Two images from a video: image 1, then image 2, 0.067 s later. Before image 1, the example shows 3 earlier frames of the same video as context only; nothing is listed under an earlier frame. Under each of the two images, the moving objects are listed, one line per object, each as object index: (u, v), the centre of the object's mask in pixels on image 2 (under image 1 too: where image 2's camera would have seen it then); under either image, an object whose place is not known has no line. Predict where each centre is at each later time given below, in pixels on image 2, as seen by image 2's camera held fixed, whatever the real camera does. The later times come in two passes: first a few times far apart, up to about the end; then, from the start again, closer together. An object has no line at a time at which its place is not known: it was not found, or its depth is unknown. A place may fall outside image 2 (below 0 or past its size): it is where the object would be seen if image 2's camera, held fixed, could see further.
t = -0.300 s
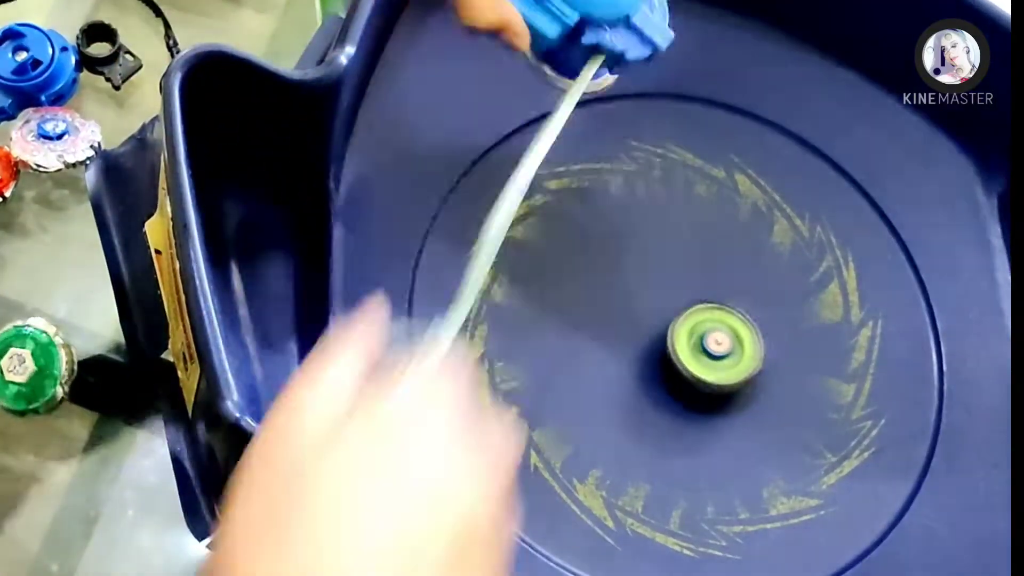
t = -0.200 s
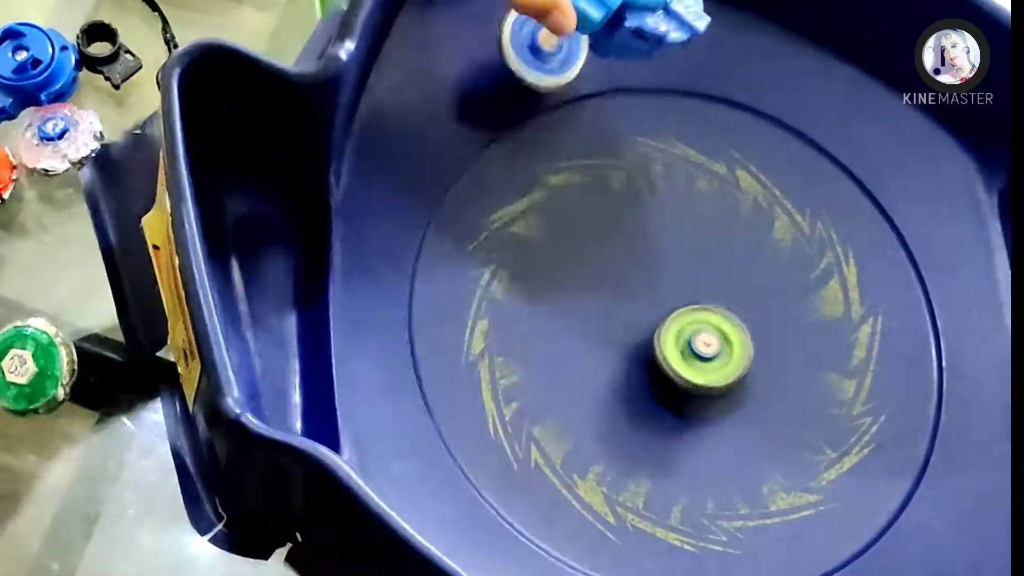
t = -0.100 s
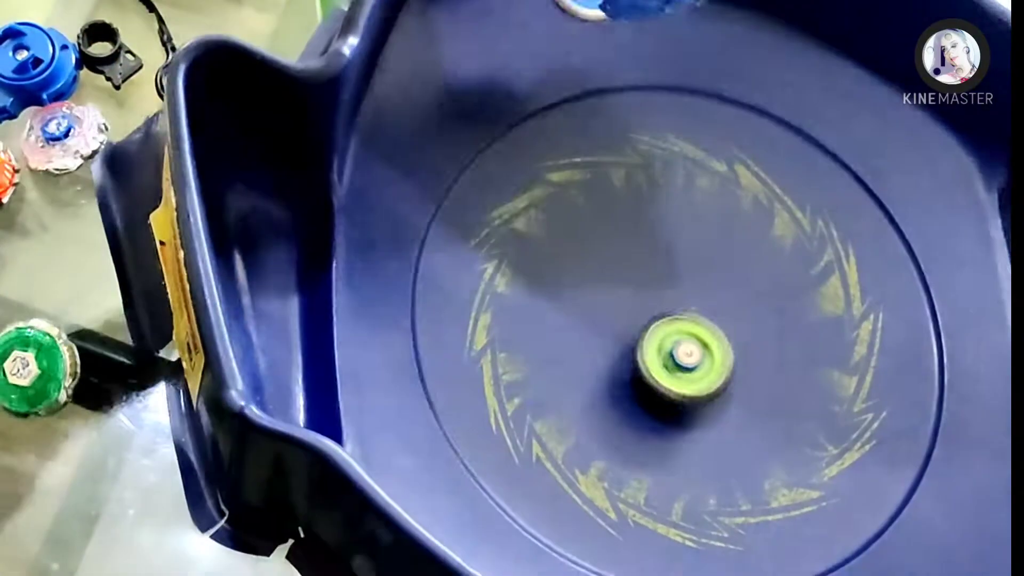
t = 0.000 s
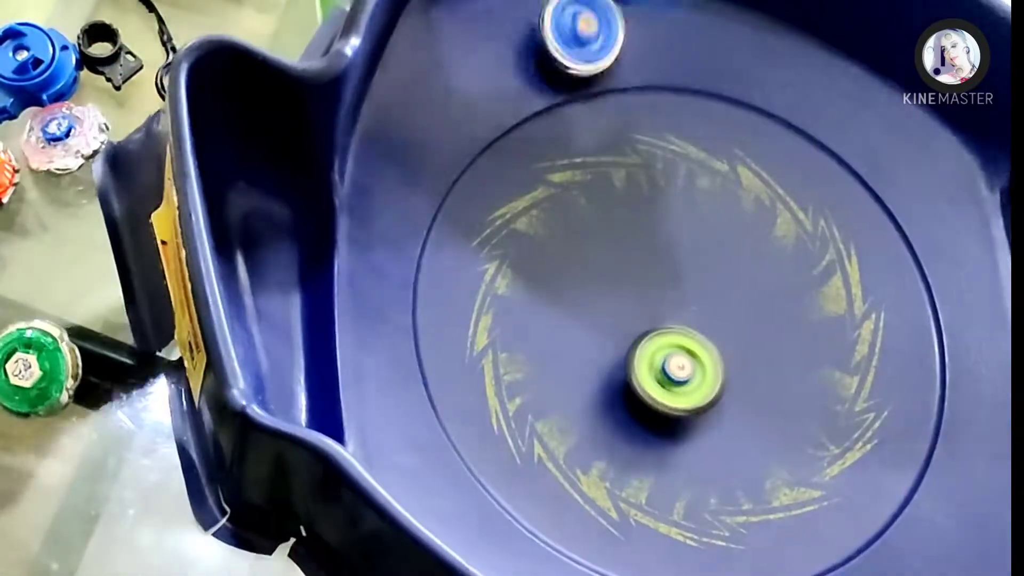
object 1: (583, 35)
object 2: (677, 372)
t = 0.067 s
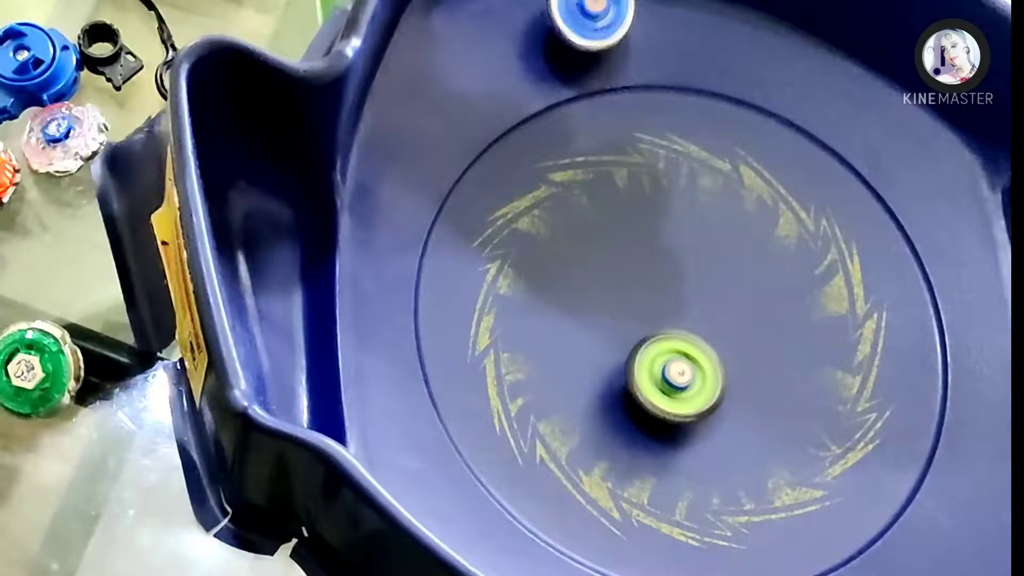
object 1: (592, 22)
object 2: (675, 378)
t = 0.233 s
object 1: (591, 15)
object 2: (678, 383)
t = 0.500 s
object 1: (597, 17)
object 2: (681, 347)
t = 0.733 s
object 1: (621, 63)
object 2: (657, 306)
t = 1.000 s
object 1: (666, 208)
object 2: (621, 310)
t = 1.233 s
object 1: (743, 308)
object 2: (638, 392)
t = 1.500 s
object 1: (823, 430)
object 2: (726, 422)
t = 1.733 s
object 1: (894, 501)
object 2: (733, 358)
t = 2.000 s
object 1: (893, 506)
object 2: (674, 281)
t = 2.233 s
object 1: (863, 514)
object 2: (610, 251)
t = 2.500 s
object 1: (790, 487)
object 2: (588, 289)
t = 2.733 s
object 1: (710, 438)
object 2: (647, 328)
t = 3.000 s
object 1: (610, 540)
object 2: (707, 239)
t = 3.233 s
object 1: (600, 471)
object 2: (716, 174)
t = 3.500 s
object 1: (598, 356)
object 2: (698, 191)
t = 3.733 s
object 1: (601, 257)
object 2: (705, 274)
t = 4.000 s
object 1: (605, 173)
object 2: (740, 379)
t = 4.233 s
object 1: (623, 127)
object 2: (779, 452)
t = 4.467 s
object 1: (646, 116)
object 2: (816, 472)
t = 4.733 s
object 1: (681, 147)
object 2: (772, 401)
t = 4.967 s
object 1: (718, 211)
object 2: (696, 330)
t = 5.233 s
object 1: (765, 314)
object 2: (613, 262)
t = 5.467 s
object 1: (811, 400)
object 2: (559, 227)
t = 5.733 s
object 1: (851, 474)
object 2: (557, 254)
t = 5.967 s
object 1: (859, 509)
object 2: (632, 297)
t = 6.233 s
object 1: (834, 518)
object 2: (737, 330)
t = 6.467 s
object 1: (779, 482)
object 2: (819, 349)
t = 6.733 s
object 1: (698, 407)
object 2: (866, 351)
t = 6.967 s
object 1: (628, 328)
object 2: (829, 346)
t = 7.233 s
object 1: (569, 249)
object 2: (740, 359)
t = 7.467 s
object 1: (541, 201)
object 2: (662, 371)
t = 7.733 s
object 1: (539, 169)
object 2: (597, 378)
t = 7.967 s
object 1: (565, 168)
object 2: (586, 370)
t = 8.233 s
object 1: (620, 206)
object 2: (619, 323)
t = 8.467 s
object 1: (702, 245)
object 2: (640, 338)
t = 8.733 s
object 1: (778, 340)
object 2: (696, 376)
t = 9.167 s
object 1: (900, 444)
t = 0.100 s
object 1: (592, 21)
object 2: (675, 380)
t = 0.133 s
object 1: (585, 24)
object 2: (675, 382)
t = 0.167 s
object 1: (588, 20)
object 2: (676, 383)
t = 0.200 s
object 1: (588, 19)
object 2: (677, 384)
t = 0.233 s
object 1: (591, 15)
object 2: (678, 383)
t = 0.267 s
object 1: (590, 18)
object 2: (680, 382)
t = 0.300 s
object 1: (592, 19)
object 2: (681, 380)
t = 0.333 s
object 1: (596, 19)
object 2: (682, 376)
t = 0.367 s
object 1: (599, 20)
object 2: (683, 371)
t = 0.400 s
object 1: (600, 20)
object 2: (683, 366)
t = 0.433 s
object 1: (599, 19)
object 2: (683, 360)
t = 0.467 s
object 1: (598, 18)
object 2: (683, 354)
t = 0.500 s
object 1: (597, 17)
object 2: (681, 347)
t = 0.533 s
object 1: (597, 19)
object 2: (679, 340)
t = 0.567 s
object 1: (600, 22)
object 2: (676, 334)
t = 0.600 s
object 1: (603, 27)
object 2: (672, 328)
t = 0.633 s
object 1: (609, 32)
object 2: (668, 322)
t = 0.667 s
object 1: (614, 39)
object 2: (665, 317)
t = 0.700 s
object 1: (618, 49)
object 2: (661, 311)
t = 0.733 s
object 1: (621, 63)
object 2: (657, 306)
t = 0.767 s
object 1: (624, 79)
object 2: (652, 302)
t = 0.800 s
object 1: (626, 101)
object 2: (648, 299)
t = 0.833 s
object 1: (627, 122)
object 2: (644, 296)
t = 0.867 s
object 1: (630, 145)
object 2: (640, 293)
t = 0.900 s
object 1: (635, 168)
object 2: (637, 292)
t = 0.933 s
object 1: (640, 191)
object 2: (634, 291)
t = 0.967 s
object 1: (649, 208)
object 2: (631, 294)
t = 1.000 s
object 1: (666, 208)
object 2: (621, 310)
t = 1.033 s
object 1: (686, 214)
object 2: (615, 322)
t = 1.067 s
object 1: (700, 226)
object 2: (613, 333)
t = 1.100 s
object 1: (710, 242)
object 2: (615, 345)
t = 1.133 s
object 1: (718, 259)
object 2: (619, 358)
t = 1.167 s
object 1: (726, 275)
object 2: (624, 370)
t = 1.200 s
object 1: (734, 292)
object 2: (631, 381)
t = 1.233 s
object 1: (743, 308)
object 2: (638, 392)
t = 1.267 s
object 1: (752, 324)
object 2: (648, 401)
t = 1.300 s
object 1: (762, 340)
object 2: (659, 407)
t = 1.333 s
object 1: (771, 356)
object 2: (669, 413)
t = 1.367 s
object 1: (781, 372)
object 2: (680, 418)
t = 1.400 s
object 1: (790, 387)
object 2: (691, 421)
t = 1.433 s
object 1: (801, 401)
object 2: (703, 423)
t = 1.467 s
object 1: (812, 416)
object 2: (715, 423)
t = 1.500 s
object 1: (823, 430)
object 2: (726, 422)
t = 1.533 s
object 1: (834, 442)
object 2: (738, 419)
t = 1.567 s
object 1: (849, 454)
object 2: (744, 410)
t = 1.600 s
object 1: (864, 466)
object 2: (746, 399)
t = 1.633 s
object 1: (873, 476)
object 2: (744, 389)
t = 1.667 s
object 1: (880, 486)
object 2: (740, 378)
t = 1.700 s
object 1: (887, 494)
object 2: (736, 369)
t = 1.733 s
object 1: (894, 501)
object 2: (733, 358)
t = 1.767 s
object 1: (898, 504)
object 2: (728, 346)
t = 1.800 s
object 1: (897, 500)
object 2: (722, 336)
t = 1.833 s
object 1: (896, 494)
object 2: (715, 326)
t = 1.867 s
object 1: (894, 492)
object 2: (707, 316)
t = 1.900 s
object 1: (894, 495)
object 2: (699, 305)
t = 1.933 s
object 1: (894, 500)
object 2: (691, 298)
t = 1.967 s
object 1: (893, 505)
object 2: (683, 288)
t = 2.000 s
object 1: (893, 506)
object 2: (674, 281)
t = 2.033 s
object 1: (891, 505)
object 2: (664, 273)
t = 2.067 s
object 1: (888, 508)
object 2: (655, 268)
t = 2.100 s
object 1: (884, 510)
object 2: (646, 263)
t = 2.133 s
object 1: (880, 512)
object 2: (637, 259)
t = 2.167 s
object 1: (875, 514)
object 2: (629, 255)
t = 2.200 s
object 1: (870, 515)
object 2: (619, 252)
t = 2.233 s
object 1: (863, 514)
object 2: (610, 251)
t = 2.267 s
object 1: (856, 514)
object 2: (601, 251)
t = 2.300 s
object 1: (848, 511)
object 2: (595, 254)
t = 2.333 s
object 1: (839, 509)
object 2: (590, 258)
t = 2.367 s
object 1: (831, 506)
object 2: (584, 261)
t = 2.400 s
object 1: (821, 502)
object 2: (582, 267)
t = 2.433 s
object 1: (811, 498)
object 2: (581, 274)
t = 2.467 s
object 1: (801, 493)
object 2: (583, 282)
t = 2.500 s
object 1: (790, 487)
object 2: (588, 289)
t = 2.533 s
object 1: (779, 482)
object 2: (593, 295)
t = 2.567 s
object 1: (767, 475)
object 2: (599, 302)
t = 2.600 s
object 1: (756, 468)
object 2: (607, 309)
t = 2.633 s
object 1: (745, 461)
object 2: (615, 315)
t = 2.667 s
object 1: (733, 453)
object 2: (626, 321)
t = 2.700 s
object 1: (722, 446)
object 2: (636, 326)
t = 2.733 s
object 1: (710, 438)
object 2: (647, 328)
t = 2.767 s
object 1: (697, 429)
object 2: (658, 332)
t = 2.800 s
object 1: (690, 441)
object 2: (669, 321)
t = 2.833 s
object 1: (682, 480)
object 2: (681, 299)
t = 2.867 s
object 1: (668, 513)
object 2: (690, 282)
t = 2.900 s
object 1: (648, 534)
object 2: (695, 269)
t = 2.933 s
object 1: (632, 541)
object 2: (699, 260)
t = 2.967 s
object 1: (619, 542)
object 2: (703, 250)
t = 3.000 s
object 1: (610, 540)
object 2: (707, 239)
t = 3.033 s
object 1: (606, 533)
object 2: (709, 228)
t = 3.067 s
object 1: (605, 527)
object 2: (712, 218)
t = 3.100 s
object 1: (603, 517)
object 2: (714, 209)
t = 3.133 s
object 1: (602, 507)
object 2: (716, 198)
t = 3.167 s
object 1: (601, 495)
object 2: (717, 188)
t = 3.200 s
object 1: (600, 484)
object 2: (716, 181)
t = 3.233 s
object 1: (600, 471)
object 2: (716, 174)
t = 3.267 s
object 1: (598, 459)
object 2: (715, 170)
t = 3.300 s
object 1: (598, 447)
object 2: (713, 166)
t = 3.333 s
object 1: (598, 433)
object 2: (710, 165)
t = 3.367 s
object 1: (598, 418)
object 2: (707, 166)
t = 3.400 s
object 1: (598, 403)
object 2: (706, 169)
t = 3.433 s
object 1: (598, 388)
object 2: (703, 173)
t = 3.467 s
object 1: (598, 372)
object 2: (700, 181)
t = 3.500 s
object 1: (598, 356)
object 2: (698, 191)
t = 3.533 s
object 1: (599, 341)
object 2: (698, 199)
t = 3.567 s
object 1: (599, 325)
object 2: (697, 211)
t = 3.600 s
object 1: (600, 311)
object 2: (698, 223)
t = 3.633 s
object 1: (599, 296)
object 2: (699, 236)
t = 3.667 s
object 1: (600, 283)
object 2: (701, 247)
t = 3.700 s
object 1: (600, 269)
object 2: (703, 259)
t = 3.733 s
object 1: (601, 257)
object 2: (705, 274)
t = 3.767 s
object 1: (601, 245)
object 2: (709, 288)
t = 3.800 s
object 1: (602, 233)
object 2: (713, 301)
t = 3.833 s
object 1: (602, 221)
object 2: (716, 314)
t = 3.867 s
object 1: (603, 209)
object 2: (720, 329)
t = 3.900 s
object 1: (604, 200)
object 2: (726, 343)
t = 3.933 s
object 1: (604, 190)
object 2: (731, 353)
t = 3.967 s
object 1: (605, 181)
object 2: (735, 365)
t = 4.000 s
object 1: (605, 173)
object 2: (740, 379)
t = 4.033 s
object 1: (607, 165)
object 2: (746, 392)
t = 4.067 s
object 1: (609, 158)
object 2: (751, 401)
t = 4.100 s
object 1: (612, 150)
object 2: (755, 413)
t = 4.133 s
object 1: (614, 144)
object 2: (761, 426)
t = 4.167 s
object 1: (617, 137)
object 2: (768, 436)
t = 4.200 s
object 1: (620, 132)
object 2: (773, 443)
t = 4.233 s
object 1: (623, 127)
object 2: (779, 452)
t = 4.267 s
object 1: (626, 123)
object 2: (783, 460)
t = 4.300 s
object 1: (628, 120)
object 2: (791, 467)
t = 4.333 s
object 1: (631, 118)
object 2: (797, 472)
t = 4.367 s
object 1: (634, 116)
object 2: (804, 476)
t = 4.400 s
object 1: (638, 116)
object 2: (811, 478)
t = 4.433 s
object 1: (642, 116)
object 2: (815, 475)
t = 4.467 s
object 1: (646, 116)
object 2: (816, 472)
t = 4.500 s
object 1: (650, 118)
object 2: (816, 467)
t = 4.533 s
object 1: (655, 119)
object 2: (815, 460)
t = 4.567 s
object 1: (660, 123)
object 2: (811, 450)
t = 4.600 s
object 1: (663, 126)
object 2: (804, 443)
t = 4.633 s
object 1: (669, 131)
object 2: (800, 434)
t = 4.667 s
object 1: (672, 135)
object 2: (791, 422)
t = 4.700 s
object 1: (676, 140)
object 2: (781, 411)
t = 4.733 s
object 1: (681, 147)
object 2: (772, 401)
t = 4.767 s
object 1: (686, 154)
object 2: (762, 391)
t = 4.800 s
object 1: (691, 162)
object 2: (751, 381)
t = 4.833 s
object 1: (696, 170)
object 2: (740, 371)
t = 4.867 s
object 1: (702, 180)
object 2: (730, 360)
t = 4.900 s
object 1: (707, 190)
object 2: (717, 349)
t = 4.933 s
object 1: (713, 200)
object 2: (706, 340)
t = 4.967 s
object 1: (718, 211)
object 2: (696, 330)
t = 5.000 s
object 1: (724, 221)
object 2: (685, 320)
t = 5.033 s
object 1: (729, 234)
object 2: (674, 311)
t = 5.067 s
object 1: (734, 245)
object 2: (664, 303)
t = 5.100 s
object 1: (740, 259)
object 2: (653, 292)
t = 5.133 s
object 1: (746, 273)
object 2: (642, 285)
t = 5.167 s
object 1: (753, 287)
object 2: (633, 277)
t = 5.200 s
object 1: (759, 300)
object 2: (623, 269)
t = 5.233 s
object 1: (765, 314)
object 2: (613, 262)
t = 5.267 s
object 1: (772, 327)
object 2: (605, 256)
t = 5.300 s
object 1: (779, 340)
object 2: (597, 248)
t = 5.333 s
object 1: (786, 353)
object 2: (588, 241)
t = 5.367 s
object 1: (792, 366)
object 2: (580, 238)
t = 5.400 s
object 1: (799, 377)
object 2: (572, 232)
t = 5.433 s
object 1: (805, 389)
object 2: (565, 228)
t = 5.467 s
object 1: (811, 400)
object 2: (559, 227)
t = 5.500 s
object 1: (818, 411)
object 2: (553, 224)
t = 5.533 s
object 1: (823, 422)
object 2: (546, 225)
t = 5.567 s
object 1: (829, 432)
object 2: (544, 227)
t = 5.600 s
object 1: (834, 442)
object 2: (543, 230)
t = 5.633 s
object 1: (839, 451)
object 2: (542, 235)
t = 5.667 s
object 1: (844, 459)
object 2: (546, 243)
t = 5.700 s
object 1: (847, 467)
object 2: (551, 247)
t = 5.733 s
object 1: (851, 474)
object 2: (557, 254)
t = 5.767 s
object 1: (853, 480)
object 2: (564, 262)
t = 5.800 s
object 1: (855, 485)
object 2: (574, 266)
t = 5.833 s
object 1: (857, 491)
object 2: (583, 273)
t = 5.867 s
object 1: (858, 496)
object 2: (595, 281)
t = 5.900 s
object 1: (859, 501)
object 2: (607, 284)
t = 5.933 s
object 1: (859, 505)
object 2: (618, 289)
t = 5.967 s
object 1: (859, 509)
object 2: (632, 297)
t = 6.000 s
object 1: (858, 512)
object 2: (645, 301)
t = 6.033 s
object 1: (857, 515)
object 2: (657, 307)
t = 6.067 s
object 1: (855, 518)
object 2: (672, 312)
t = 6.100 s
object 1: (853, 520)
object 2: (685, 315)
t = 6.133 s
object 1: (849, 521)
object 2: (697, 319)
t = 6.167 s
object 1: (845, 520)
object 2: (712, 323)
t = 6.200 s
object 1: (840, 519)
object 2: (724, 326)
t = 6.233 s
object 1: (834, 518)
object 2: (737, 330)
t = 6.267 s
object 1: (828, 515)
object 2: (750, 333)
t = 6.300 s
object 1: (822, 512)
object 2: (762, 335)
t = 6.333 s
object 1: (814, 507)
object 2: (774, 339)
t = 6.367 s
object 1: (806, 502)
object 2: (786, 342)
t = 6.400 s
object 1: (798, 497)
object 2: (796, 344)
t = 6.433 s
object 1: (788, 490)
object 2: (809, 347)
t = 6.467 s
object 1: (779, 482)
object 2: (819, 349)
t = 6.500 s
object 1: (769, 475)
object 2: (829, 349)
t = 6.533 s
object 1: (758, 466)
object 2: (834, 349)
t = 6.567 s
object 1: (749, 457)
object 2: (841, 352)
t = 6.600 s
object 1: (739, 449)
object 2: (850, 353)
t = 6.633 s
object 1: (729, 438)
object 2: (857, 351)
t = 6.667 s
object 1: (718, 429)
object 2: (862, 351)
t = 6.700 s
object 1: (708, 418)
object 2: (864, 352)
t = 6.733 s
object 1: (698, 407)
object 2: (866, 351)
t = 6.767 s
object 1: (687, 395)
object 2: (865, 349)
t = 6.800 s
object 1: (676, 384)
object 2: (863, 348)
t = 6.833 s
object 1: (666, 373)
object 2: (859, 345)
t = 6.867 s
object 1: (657, 362)
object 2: (854, 345)
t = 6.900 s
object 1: (646, 351)
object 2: (847, 345)
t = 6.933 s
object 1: (637, 339)
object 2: (838, 345)
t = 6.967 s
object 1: (628, 328)
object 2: (829, 346)
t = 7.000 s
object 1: (619, 318)
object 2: (820, 346)
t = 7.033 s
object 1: (611, 307)
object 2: (809, 346)
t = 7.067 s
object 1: (603, 297)
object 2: (797, 349)
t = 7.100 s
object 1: (595, 288)
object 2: (786, 349)
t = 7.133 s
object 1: (588, 277)
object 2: (774, 352)
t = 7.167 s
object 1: (581, 268)
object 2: (765, 354)
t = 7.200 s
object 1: (575, 259)
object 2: (751, 356)
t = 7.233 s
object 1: (569, 249)
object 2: (740, 359)
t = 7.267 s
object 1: (563, 241)
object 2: (729, 360)
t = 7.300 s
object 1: (558, 233)
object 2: (717, 362)
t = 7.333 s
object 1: (554, 225)
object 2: (707, 365)
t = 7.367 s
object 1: (551, 218)
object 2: (695, 366)
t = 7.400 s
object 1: (547, 212)
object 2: (684, 368)
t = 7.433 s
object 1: (544, 205)
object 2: (674, 370)
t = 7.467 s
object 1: (541, 201)
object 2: (662, 371)
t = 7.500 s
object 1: (540, 196)
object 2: (654, 374)
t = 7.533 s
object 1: (538, 191)
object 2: (644, 372)
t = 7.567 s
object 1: (537, 186)
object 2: (634, 375)
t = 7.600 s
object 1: (537, 182)
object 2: (627, 376)
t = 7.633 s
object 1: (536, 179)
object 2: (617, 376)
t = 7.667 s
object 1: (536, 175)
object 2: (611, 379)
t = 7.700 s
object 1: (537, 171)
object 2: (603, 377)
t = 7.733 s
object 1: (539, 169)
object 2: (597, 378)
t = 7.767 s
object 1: (541, 166)
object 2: (593, 379)
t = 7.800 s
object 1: (544, 165)
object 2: (588, 378)
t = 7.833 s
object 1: (547, 164)
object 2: (586, 379)
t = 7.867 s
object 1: (551, 164)
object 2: (585, 376)
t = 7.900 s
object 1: (555, 164)
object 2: (584, 376)
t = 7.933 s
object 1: (560, 166)
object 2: (586, 373)
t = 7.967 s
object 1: (565, 168)
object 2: (586, 370)
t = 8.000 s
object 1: (570, 170)
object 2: (590, 367)
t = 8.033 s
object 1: (576, 174)
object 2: (592, 360)
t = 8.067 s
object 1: (582, 178)
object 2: (596, 356)
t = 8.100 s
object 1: (589, 182)
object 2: (600, 349)
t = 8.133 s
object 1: (597, 187)
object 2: (603, 343)
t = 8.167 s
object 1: (604, 193)
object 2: (609, 336)
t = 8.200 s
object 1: (612, 199)
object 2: (614, 329)
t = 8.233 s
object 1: (620, 206)
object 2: (619, 323)
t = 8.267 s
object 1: (629, 214)
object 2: (623, 314)
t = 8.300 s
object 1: (637, 221)
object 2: (628, 308)
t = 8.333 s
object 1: (648, 223)
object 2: (631, 305)
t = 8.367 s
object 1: (663, 219)
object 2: (628, 315)
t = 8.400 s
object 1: (678, 223)
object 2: (632, 322)
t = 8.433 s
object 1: (692, 232)
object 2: (634, 331)
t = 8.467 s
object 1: (702, 245)
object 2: (640, 338)
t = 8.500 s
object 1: (711, 258)
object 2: (644, 344)
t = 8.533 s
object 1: (720, 271)
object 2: (651, 351)
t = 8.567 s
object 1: (728, 283)
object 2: (658, 357)
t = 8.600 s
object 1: (736, 295)
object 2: (667, 364)
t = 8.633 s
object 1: (745, 306)
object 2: (674, 366)
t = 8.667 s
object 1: (755, 318)
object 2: (683, 371)
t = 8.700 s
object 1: (764, 330)
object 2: (691, 372)
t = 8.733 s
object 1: (778, 340)
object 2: (696, 376)
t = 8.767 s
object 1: (805, 342)
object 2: (685, 378)
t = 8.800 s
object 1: (832, 350)
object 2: (680, 385)
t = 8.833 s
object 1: (853, 361)
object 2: (676, 391)
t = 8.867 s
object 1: (867, 373)
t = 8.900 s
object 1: (877, 382)
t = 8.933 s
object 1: (883, 392)
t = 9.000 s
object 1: (893, 410)
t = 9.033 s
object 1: (896, 418)
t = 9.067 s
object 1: (897, 426)
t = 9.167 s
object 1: (900, 444)
